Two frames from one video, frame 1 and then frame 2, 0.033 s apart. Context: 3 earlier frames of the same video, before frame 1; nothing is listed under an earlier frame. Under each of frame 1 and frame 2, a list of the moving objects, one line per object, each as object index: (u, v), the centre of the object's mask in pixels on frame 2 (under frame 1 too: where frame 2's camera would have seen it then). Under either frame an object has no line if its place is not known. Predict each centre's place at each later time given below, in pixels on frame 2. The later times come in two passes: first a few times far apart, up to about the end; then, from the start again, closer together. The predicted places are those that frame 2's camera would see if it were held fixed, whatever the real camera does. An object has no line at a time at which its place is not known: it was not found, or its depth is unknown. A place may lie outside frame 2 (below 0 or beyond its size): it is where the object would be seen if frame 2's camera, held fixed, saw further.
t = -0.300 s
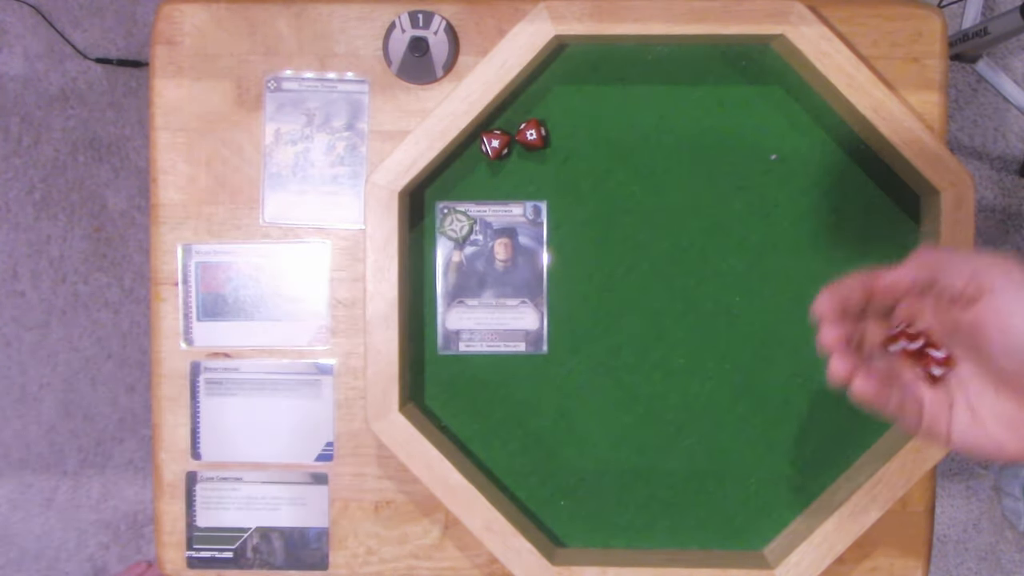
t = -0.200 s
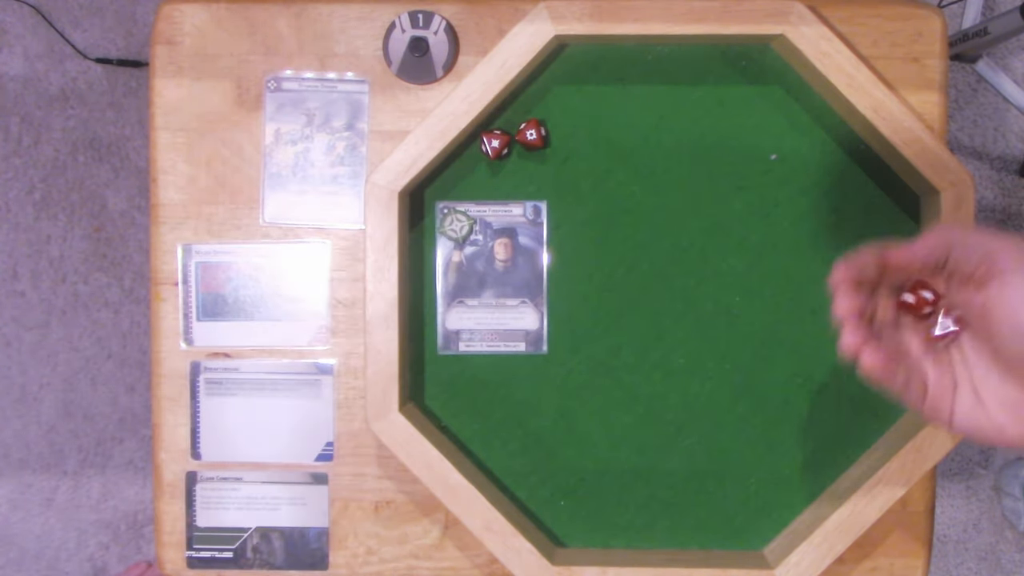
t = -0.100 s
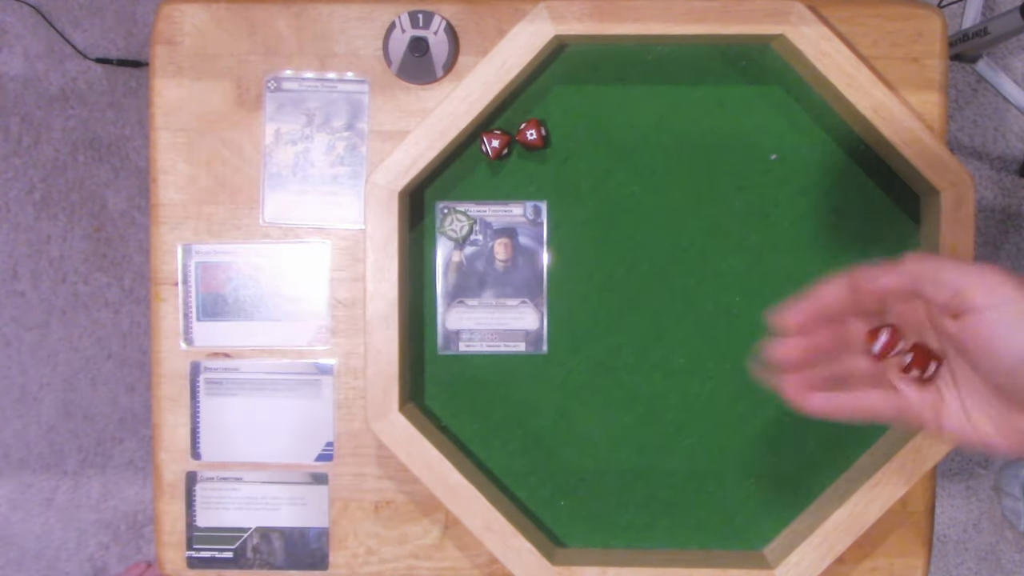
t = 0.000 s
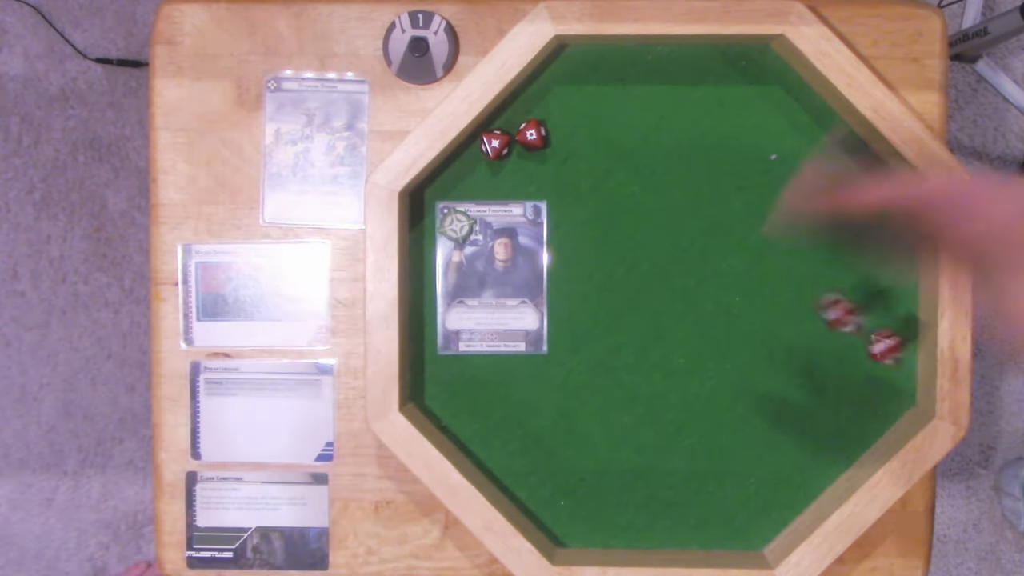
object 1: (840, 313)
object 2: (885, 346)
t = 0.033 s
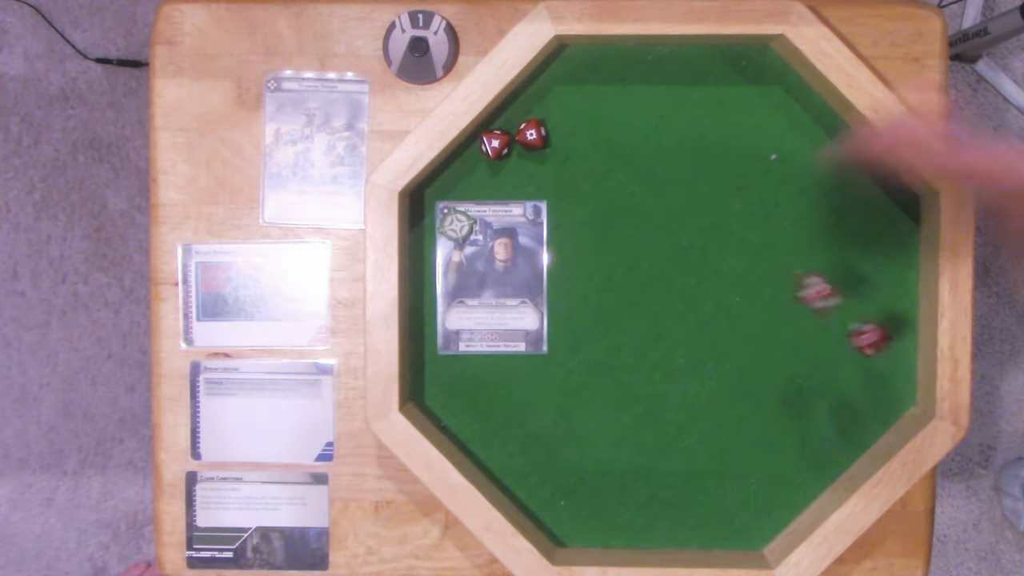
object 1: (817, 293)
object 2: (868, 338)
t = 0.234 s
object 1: (651, 273)
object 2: (854, 338)
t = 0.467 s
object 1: (599, 341)
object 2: (895, 378)
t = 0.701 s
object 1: (600, 340)
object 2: (895, 378)
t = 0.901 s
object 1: (600, 340)
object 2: (895, 378)
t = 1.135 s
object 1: (600, 340)
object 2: (895, 378)
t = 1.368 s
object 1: (600, 340)
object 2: (895, 378)
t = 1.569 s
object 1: (600, 340)
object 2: (895, 378)
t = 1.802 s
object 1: (600, 340)
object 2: (895, 378)
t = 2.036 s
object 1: (600, 340)
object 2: (895, 378)
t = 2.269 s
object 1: (600, 340)
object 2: (895, 378)
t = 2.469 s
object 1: (600, 340)
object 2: (895, 378)
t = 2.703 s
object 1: (600, 340)
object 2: (895, 378)
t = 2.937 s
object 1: (600, 340)
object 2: (895, 378)
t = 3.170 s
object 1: (600, 340)
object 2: (895, 378)
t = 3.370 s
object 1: (600, 340)
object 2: (895, 378)
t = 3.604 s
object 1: (600, 340)
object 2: (895, 378)
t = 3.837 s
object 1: (600, 340)
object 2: (895, 378)
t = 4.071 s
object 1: (600, 340)
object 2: (895, 378)
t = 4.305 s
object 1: (600, 340)
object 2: (895, 378)
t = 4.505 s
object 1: (600, 340)
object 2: (895, 378)
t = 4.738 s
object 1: (600, 340)
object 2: (895, 378)
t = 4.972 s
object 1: (600, 340)
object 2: (895, 378)
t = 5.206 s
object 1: (600, 340)
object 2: (895, 378)
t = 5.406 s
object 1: (600, 340)
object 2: (895, 378)
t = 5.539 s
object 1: (600, 340)
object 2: (895, 378)
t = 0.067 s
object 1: (787, 271)
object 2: (851, 328)
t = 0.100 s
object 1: (760, 253)
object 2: (827, 320)
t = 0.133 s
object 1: (730, 239)
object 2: (828, 321)
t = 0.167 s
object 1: (707, 246)
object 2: (838, 326)
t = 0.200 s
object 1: (679, 261)
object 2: (842, 330)
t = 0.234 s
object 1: (651, 273)
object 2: (854, 338)
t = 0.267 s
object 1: (626, 285)
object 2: (866, 347)
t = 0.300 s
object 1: (613, 295)
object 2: (876, 356)
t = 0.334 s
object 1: (603, 306)
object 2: (885, 367)
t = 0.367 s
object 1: (601, 320)
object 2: (892, 375)
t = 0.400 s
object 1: (600, 332)
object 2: (895, 379)
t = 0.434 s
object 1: (600, 339)
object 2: (895, 378)
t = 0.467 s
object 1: (599, 341)
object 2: (895, 378)
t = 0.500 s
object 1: (600, 340)
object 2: (895, 378)
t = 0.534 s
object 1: (600, 340)
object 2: (895, 378)
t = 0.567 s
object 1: (600, 340)
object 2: (895, 378)
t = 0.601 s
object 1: (600, 340)
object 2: (895, 378)
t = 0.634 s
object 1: (600, 340)
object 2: (895, 378)
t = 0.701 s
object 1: (600, 340)
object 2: (895, 378)
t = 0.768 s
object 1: (600, 340)
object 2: (895, 378)
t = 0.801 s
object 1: (600, 340)
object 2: (895, 378)
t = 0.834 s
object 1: (600, 340)
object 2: (895, 378)
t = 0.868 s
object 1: (600, 340)
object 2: (895, 378)
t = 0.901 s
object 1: (600, 340)
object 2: (895, 378)
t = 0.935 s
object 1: (600, 340)
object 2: (895, 378)
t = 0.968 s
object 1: (600, 340)
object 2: (895, 378)
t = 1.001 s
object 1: (600, 340)
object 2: (895, 378)
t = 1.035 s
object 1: (600, 340)
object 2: (895, 378)
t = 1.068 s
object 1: (600, 340)
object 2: (895, 378)
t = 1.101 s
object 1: (600, 340)
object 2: (895, 378)
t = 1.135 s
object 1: (600, 340)
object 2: (895, 378)
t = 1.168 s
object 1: (600, 340)
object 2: (895, 378)
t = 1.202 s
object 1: (600, 340)
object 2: (895, 378)
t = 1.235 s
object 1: (600, 340)
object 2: (895, 378)
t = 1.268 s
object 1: (600, 340)
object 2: (895, 378)
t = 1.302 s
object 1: (600, 340)
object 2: (895, 378)
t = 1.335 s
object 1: (600, 340)
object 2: (895, 378)
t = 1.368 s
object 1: (600, 340)
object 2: (895, 378)
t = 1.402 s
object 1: (600, 340)
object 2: (895, 378)
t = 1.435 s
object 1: (600, 340)
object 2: (895, 378)
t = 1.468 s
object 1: (600, 340)
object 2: (895, 378)
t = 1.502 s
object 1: (600, 340)
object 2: (895, 378)
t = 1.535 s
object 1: (600, 340)
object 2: (895, 378)
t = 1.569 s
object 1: (600, 340)
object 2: (895, 378)
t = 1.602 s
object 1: (600, 340)
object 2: (895, 378)
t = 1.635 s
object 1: (600, 340)
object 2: (895, 378)
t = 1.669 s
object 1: (600, 340)
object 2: (895, 378)
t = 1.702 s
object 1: (600, 340)
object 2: (895, 378)
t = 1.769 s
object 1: (600, 340)
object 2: (895, 378)
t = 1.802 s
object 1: (600, 340)
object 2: (895, 378)
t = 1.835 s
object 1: (600, 340)
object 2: (895, 378)
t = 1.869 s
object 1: (600, 340)
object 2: (895, 378)
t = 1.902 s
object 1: (600, 340)
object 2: (895, 378)
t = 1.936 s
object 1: (600, 340)
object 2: (895, 378)
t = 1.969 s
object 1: (600, 340)
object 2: (895, 378)
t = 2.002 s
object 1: (600, 340)
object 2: (895, 378)
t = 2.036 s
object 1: (600, 340)
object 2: (895, 378)
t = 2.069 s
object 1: (600, 340)
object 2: (895, 378)
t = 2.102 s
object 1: (600, 340)
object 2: (895, 378)
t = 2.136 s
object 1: (600, 340)
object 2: (895, 378)
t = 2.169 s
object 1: (600, 340)
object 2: (895, 378)
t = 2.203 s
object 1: (600, 340)
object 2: (895, 378)
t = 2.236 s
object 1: (600, 340)
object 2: (895, 378)
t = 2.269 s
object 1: (600, 340)
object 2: (895, 378)
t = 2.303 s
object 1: (600, 340)
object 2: (895, 378)
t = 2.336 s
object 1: (600, 340)
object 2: (895, 378)
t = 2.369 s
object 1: (600, 340)
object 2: (895, 378)
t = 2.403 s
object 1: (600, 340)
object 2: (895, 378)
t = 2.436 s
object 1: (600, 340)
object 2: (895, 378)
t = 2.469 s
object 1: (600, 340)
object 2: (895, 378)
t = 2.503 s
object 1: (600, 340)
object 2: (895, 378)
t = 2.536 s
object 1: (600, 340)
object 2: (895, 378)
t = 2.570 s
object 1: (600, 340)
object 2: (895, 378)
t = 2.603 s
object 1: (600, 340)
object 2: (895, 378)
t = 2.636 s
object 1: (600, 340)
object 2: (895, 378)
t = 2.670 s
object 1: (600, 340)
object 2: (895, 378)
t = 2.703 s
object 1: (600, 340)
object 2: (895, 378)
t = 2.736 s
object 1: (600, 340)
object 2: (895, 378)
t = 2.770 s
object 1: (600, 340)
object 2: (895, 378)
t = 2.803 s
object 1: (600, 340)
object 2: (895, 378)
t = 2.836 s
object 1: (600, 340)
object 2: (895, 378)
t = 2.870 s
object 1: (600, 340)
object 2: (895, 378)
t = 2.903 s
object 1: (600, 340)
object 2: (895, 378)
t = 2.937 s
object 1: (600, 340)
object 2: (895, 378)
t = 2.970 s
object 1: (600, 340)
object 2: (895, 378)
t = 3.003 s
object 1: (600, 340)
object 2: (895, 378)
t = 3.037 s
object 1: (600, 340)
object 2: (895, 378)
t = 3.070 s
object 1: (600, 340)
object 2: (895, 378)
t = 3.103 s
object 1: (600, 340)
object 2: (895, 378)
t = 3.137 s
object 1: (600, 340)
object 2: (895, 378)
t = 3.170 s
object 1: (600, 340)
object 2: (895, 378)
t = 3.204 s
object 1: (600, 340)
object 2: (895, 378)
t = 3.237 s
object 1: (600, 340)
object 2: (895, 378)
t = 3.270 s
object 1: (600, 340)
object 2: (895, 378)
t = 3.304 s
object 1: (600, 340)
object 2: (895, 378)
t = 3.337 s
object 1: (600, 340)
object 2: (895, 378)
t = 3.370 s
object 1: (600, 340)
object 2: (895, 378)
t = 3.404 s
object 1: (600, 340)
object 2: (895, 378)
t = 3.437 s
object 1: (600, 340)
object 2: (895, 378)
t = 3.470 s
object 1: (600, 340)
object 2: (895, 378)
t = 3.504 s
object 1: (600, 340)
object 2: (895, 378)
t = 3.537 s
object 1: (600, 340)
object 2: (895, 378)
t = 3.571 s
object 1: (600, 340)
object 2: (895, 378)
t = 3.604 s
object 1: (600, 340)
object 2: (895, 378)
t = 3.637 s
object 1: (600, 340)
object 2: (895, 378)
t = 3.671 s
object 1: (600, 340)
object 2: (895, 378)
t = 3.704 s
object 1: (600, 340)
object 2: (895, 378)
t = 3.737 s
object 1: (600, 340)
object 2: (895, 378)
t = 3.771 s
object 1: (600, 340)
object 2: (895, 378)
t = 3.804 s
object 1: (600, 340)
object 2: (895, 378)
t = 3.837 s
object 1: (600, 340)
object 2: (895, 378)
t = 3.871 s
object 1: (600, 340)
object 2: (895, 378)
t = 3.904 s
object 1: (600, 340)
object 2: (895, 378)
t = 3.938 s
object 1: (600, 340)
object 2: (895, 378)
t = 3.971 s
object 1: (600, 340)
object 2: (895, 378)
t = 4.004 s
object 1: (600, 340)
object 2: (895, 378)
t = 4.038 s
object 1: (600, 340)
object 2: (895, 378)
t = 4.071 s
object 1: (600, 340)
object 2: (895, 378)
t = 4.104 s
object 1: (600, 340)
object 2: (895, 378)
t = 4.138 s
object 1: (600, 340)
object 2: (895, 378)
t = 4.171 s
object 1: (600, 340)
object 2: (895, 378)
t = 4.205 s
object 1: (600, 340)
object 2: (895, 378)
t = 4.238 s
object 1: (600, 340)
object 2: (895, 378)
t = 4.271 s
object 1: (600, 340)
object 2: (895, 378)
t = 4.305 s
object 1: (600, 340)
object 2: (895, 378)
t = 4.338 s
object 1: (600, 340)
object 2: (895, 378)
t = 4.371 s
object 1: (600, 340)
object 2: (895, 378)
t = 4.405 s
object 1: (600, 340)
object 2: (895, 378)
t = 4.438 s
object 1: (600, 340)
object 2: (895, 378)
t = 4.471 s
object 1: (600, 340)
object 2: (895, 378)
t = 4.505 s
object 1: (600, 340)
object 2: (895, 378)
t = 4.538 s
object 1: (600, 340)
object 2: (895, 378)
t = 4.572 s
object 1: (599, 340)
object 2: (895, 378)
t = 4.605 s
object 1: (599, 340)
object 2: (895, 378)
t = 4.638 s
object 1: (599, 341)
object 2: (895, 378)
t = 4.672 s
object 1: (599, 341)
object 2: (895, 378)
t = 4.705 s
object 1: (599, 340)
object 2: (895, 378)
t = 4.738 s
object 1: (600, 340)
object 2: (895, 378)
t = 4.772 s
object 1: (600, 340)
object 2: (895, 378)
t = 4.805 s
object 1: (600, 340)
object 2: (895, 378)
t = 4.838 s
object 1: (600, 340)
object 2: (895, 378)
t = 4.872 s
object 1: (600, 340)
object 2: (895, 378)
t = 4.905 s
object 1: (600, 340)
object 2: (895, 378)
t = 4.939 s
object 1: (600, 340)
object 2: (895, 378)
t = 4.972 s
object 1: (600, 340)
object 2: (895, 378)
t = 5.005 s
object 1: (600, 340)
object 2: (895, 378)
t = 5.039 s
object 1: (600, 340)
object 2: (895, 378)
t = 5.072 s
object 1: (600, 340)
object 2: (895, 378)
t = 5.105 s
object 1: (600, 340)
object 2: (895, 378)
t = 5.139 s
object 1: (600, 340)
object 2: (895, 378)
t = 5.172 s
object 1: (600, 340)
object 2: (895, 378)
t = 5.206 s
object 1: (600, 340)
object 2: (895, 378)
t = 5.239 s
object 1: (600, 340)
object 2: (895, 378)
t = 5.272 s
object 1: (600, 340)
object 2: (895, 378)
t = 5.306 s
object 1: (600, 340)
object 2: (895, 378)
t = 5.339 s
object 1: (600, 340)
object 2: (895, 378)
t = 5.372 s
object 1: (600, 340)
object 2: (895, 378)
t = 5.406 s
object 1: (600, 340)
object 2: (895, 378)
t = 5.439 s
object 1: (600, 340)
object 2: (895, 378)
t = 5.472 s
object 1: (600, 340)
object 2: (895, 378)
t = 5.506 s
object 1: (600, 340)
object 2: (895, 378)
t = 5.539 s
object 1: (600, 340)
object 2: (895, 378)
